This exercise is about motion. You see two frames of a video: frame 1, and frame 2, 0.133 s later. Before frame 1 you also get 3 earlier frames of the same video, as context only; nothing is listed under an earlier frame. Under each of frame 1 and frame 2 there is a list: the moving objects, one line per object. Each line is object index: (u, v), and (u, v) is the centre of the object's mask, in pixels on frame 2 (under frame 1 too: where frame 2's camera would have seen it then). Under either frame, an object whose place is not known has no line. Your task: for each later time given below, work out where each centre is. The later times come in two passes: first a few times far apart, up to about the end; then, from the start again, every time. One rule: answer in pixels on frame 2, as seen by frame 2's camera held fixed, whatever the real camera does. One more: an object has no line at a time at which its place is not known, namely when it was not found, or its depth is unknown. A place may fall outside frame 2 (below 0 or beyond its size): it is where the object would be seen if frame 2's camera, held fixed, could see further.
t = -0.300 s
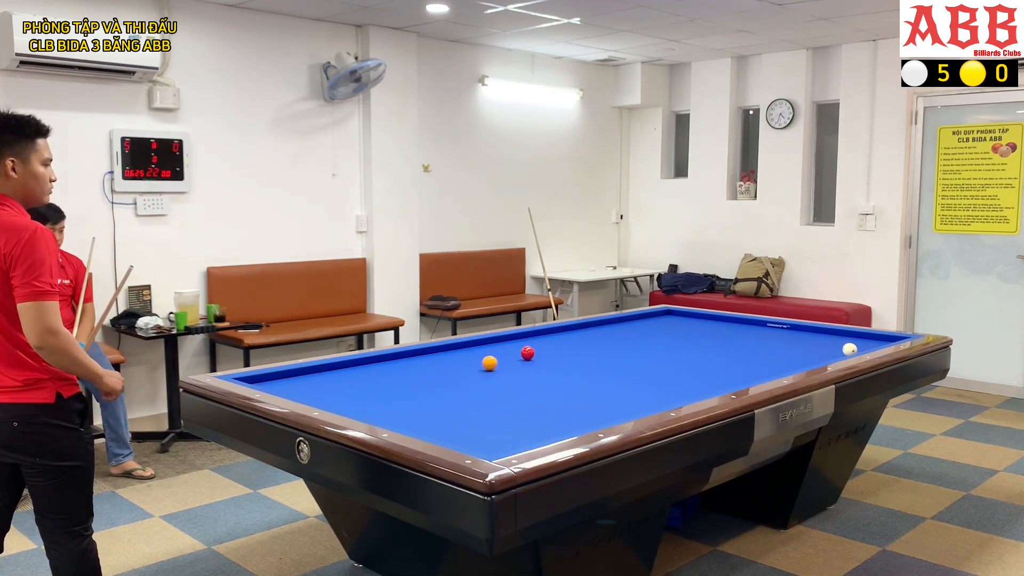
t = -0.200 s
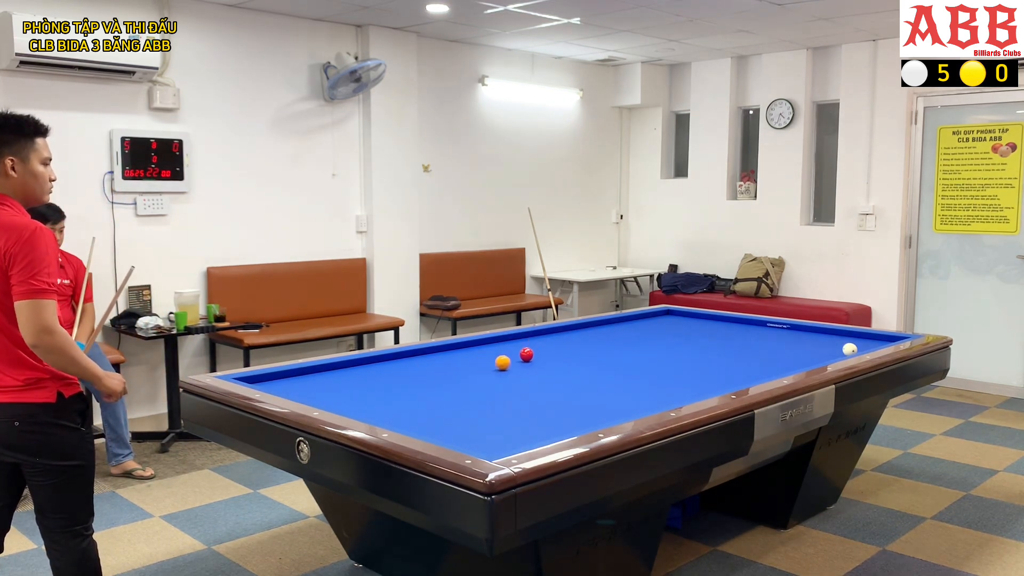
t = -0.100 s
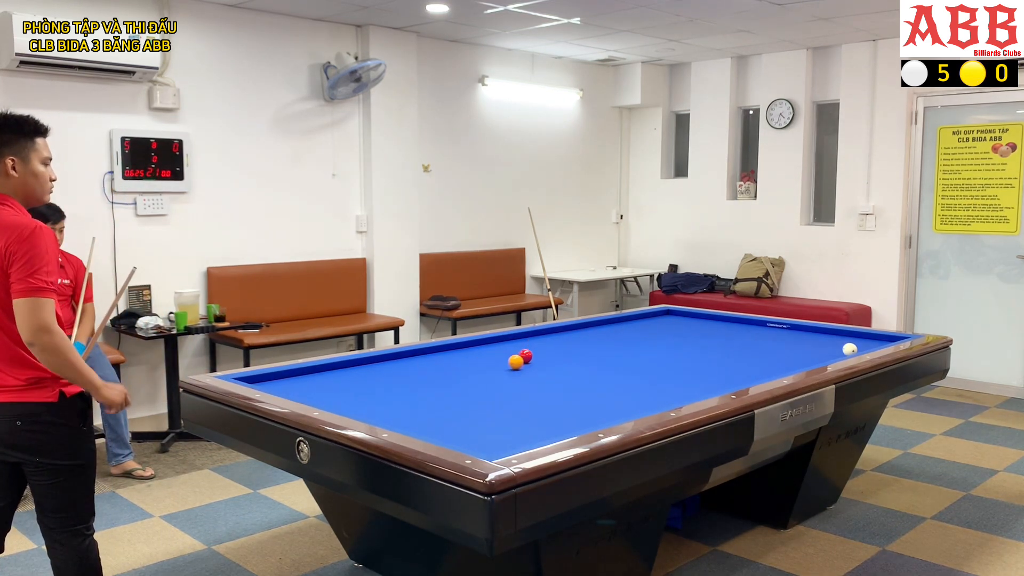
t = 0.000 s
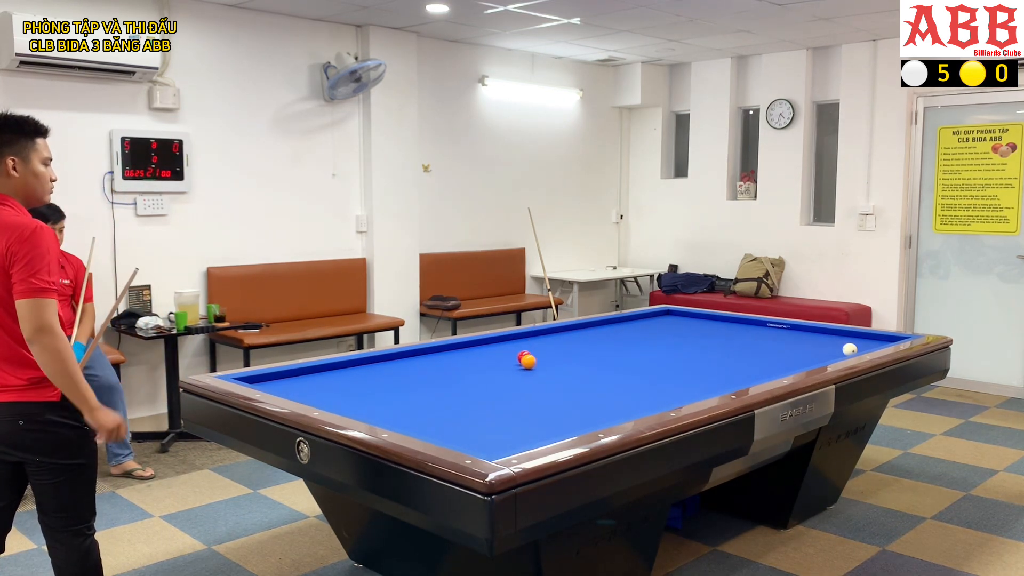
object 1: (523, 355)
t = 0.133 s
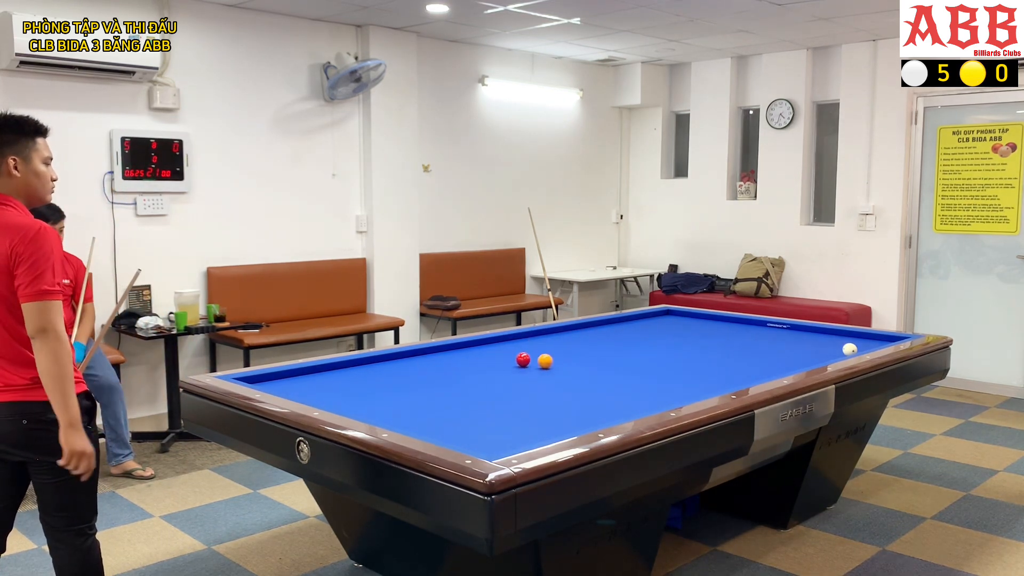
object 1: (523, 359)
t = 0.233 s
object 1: (522, 361)
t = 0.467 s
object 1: (520, 365)
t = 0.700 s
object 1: (518, 368)
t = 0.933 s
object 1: (515, 372)
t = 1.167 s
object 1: (513, 375)
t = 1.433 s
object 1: (510, 379)
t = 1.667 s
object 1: (508, 383)
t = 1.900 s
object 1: (506, 387)
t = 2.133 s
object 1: (504, 390)
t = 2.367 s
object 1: (502, 394)
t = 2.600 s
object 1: (500, 398)
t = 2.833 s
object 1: (499, 401)
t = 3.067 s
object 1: (497, 404)
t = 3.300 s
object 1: (495, 408)
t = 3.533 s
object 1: (493, 411)
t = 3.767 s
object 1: (491, 414)
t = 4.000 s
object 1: (490, 418)
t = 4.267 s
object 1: (488, 421)
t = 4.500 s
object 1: (487, 424)
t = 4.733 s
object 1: (485, 426)
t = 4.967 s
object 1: (484, 429)
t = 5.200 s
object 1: (482, 432)
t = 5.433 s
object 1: (481, 434)
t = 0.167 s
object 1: (523, 360)
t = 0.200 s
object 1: (523, 360)
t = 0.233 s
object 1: (522, 361)
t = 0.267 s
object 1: (522, 361)
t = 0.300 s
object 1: (521, 362)
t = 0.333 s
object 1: (521, 362)
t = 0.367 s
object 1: (521, 363)
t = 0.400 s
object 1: (521, 363)
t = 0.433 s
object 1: (520, 364)
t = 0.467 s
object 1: (520, 365)
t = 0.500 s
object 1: (520, 365)
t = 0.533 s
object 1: (519, 366)
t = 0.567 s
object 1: (519, 366)
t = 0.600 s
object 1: (519, 367)
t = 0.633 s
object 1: (518, 367)
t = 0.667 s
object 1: (518, 368)
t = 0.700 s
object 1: (518, 368)
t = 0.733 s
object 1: (517, 369)
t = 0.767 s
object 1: (517, 369)
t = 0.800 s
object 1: (517, 370)
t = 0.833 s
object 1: (516, 370)
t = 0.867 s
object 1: (516, 371)
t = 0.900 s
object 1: (516, 371)
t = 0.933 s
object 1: (515, 372)
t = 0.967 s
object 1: (515, 372)
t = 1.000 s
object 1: (515, 373)
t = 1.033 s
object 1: (514, 373)
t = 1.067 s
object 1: (514, 374)
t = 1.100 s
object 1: (514, 374)
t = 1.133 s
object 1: (513, 375)
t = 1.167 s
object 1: (513, 375)
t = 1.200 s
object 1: (513, 376)
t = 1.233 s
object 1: (512, 376)
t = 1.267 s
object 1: (512, 377)
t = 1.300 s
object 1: (512, 377)
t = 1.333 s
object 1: (512, 378)
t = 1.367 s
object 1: (511, 378)
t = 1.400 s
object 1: (511, 379)
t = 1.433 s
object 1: (510, 379)
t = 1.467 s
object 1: (510, 380)
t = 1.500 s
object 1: (510, 381)
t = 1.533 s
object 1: (510, 381)
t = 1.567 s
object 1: (509, 381)
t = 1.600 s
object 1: (509, 382)
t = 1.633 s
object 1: (509, 383)
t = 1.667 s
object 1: (508, 383)
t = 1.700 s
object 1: (508, 383)
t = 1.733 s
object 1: (508, 384)
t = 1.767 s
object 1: (507, 385)
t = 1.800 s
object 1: (507, 385)
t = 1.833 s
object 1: (507, 386)
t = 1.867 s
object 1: (507, 386)
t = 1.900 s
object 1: (506, 387)
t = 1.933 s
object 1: (506, 387)
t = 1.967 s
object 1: (506, 388)
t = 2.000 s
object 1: (505, 388)
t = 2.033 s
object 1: (505, 389)
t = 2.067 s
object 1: (505, 389)
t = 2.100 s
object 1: (505, 390)
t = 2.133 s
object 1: (504, 390)
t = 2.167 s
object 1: (504, 391)
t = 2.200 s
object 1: (504, 391)
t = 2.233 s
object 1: (503, 392)
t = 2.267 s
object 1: (503, 392)
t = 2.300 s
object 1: (503, 393)
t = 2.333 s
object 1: (503, 393)
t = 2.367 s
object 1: (502, 394)
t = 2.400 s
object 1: (502, 394)
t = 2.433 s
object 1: (502, 395)
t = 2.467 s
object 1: (502, 395)
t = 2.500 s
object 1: (501, 396)
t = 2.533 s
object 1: (501, 396)
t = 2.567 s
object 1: (501, 397)
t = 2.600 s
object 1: (500, 398)
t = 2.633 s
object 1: (500, 398)
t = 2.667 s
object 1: (500, 398)
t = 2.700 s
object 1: (500, 399)
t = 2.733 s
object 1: (499, 400)
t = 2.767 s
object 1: (499, 400)
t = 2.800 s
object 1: (499, 400)
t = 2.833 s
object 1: (499, 401)
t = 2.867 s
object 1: (498, 401)
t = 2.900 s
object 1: (498, 402)
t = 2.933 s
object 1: (498, 402)
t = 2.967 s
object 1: (497, 403)
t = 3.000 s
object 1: (497, 404)
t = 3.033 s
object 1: (497, 404)
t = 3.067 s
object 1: (497, 404)
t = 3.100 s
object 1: (496, 405)
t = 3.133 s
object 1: (496, 406)
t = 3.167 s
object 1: (496, 406)
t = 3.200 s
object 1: (496, 407)
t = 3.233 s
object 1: (495, 407)
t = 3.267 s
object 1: (495, 407)
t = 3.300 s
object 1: (495, 408)
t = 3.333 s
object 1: (495, 408)
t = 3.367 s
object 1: (494, 409)
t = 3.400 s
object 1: (494, 409)
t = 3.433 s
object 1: (494, 410)
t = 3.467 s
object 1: (494, 410)
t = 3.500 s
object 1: (493, 411)
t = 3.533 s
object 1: (493, 411)
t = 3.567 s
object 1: (493, 412)
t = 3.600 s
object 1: (493, 412)
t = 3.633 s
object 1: (492, 412)
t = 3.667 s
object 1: (492, 413)
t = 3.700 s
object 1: (492, 414)
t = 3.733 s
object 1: (492, 414)
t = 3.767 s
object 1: (491, 414)
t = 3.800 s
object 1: (491, 415)
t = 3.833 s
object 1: (491, 415)
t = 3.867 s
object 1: (491, 416)
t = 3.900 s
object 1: (490, 416)
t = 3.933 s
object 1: (490, 416)
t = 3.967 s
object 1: (490, 417)
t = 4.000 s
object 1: (490, 418)
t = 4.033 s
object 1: (489, 418)
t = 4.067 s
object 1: (489, 418)
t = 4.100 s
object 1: (489, 419)
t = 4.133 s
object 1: (489, 419)
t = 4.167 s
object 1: (489, 420)
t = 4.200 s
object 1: (488, 420)
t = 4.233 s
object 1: (488, 420)
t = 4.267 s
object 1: (488, 421)
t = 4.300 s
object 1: (488, 421)
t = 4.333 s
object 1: (488, 421)
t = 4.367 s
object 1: (487, 422)
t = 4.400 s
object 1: (487, 422)
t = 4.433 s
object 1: (487, 423)
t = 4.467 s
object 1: (487, 423)
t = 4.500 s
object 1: (487, 424)
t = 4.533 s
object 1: (486, 424)
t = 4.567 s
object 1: (486, 424)
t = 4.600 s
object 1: (486, 425)
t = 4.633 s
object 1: (486, 425)
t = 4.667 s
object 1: (485, 426)
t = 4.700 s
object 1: (485, 426)
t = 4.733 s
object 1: (485, 426)
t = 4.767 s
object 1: (485, 427)
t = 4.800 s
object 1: (485, 427)
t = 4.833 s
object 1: (484, 428)
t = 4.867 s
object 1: (484, 428)
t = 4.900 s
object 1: (484, 428)
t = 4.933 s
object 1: (484, 429)
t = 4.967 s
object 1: (484, 429)
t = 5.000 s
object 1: (483, 429)
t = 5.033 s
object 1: (483, 430)
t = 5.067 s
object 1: (483, 430)
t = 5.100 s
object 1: (483, 430)
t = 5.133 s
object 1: (483, 431)
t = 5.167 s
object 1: (482, 431)
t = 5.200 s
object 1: (482, 432)
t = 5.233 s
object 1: (482, 432)
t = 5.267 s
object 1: (482, 432)
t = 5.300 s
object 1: (482, 433)
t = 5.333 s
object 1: (482, 433)
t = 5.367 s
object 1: (481, 433)
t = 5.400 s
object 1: (481, 433)
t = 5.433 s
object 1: (481, 434)
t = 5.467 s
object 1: (481, 434)
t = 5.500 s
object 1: (481, 434)
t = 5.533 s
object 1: (481, 435)
